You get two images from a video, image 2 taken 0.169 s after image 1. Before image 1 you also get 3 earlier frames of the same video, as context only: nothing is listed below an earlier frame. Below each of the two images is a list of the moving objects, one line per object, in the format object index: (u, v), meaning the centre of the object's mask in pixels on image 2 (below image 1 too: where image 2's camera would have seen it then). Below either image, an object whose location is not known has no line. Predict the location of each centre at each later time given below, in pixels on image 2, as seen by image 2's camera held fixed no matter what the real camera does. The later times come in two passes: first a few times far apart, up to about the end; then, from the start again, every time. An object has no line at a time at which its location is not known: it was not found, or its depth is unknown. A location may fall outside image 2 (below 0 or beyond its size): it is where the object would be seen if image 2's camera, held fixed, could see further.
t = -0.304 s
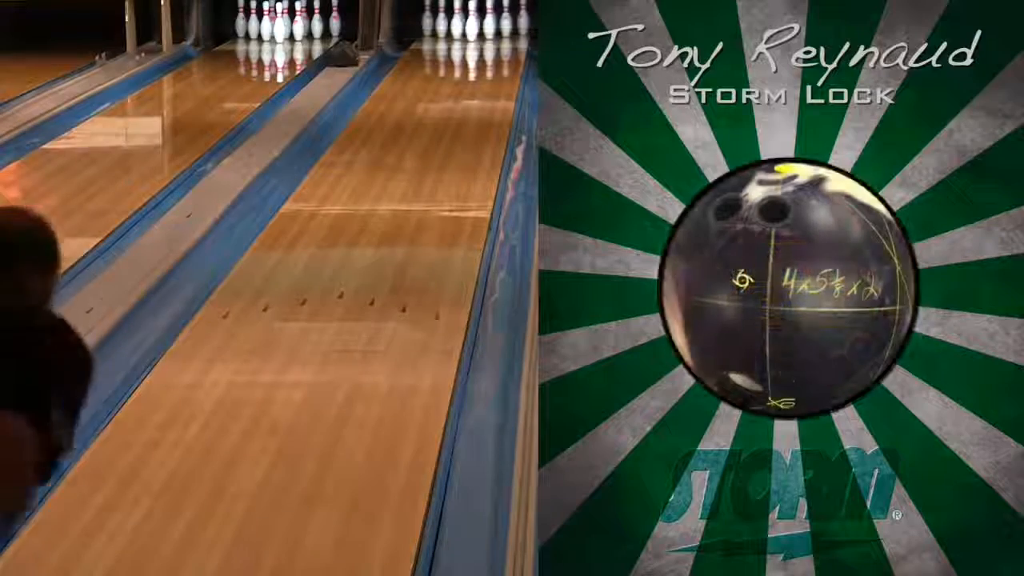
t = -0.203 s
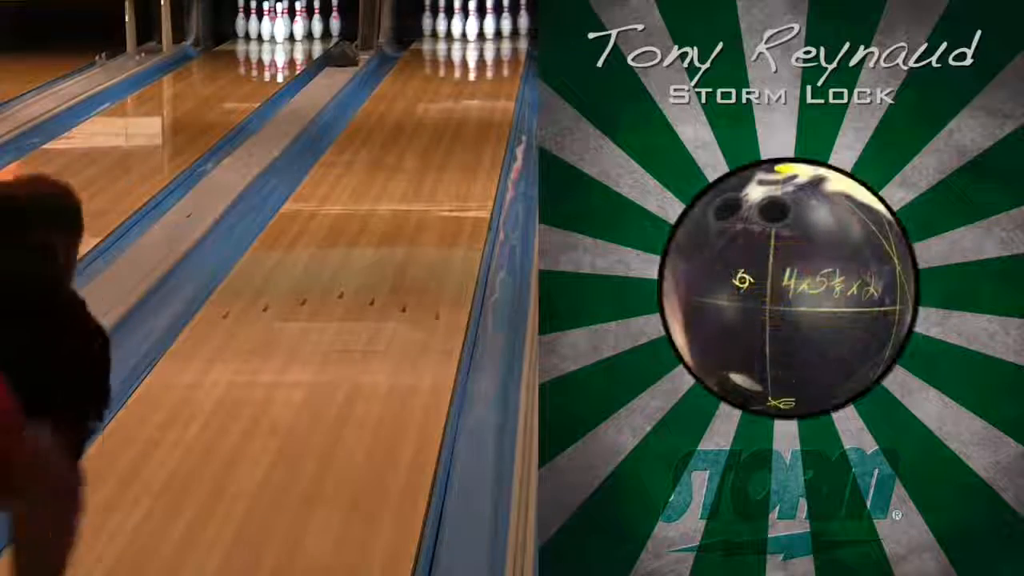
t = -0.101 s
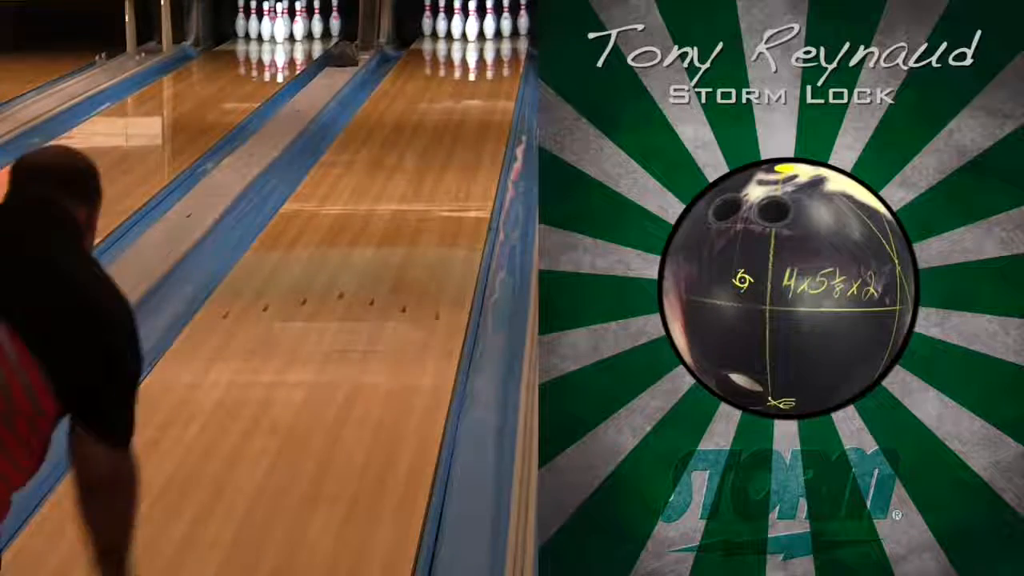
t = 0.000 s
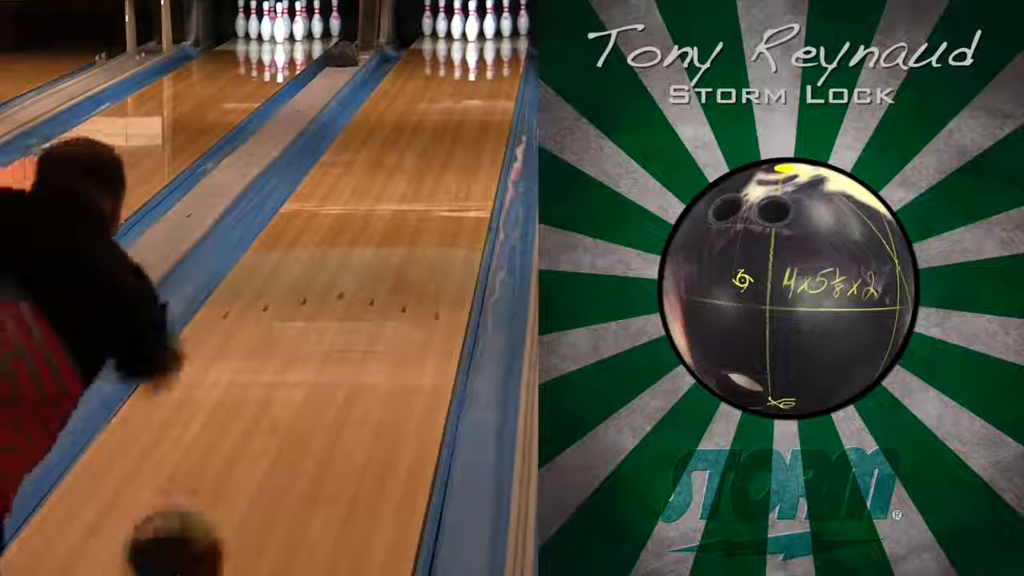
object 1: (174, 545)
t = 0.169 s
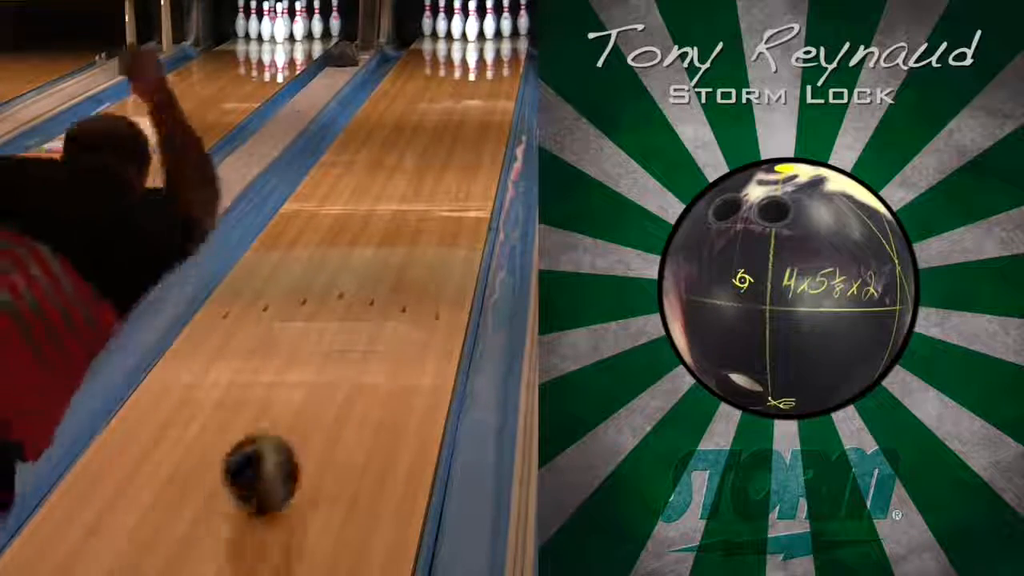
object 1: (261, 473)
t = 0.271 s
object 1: (301, 411)
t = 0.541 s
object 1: (369, 292)
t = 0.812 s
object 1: (414, 214)
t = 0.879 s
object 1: (423, 199)
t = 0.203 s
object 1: (275, 451)
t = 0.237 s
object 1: (288, 429)
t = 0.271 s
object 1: (301, 411)
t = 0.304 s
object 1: (311, 392)
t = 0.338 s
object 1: (320, 376)
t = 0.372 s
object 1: (330, 359)
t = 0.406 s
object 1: (339, 344)
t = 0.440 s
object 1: (347, 329)
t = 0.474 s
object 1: (356, 318)
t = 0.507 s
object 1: (364, 303)
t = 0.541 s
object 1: (369, 292)
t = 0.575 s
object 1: (375, 281)
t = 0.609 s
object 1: (382, 270)
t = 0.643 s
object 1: (388, 259)
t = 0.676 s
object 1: (393, 253)
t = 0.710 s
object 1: (401, 241)
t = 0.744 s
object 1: (406, 231)
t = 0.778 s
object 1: (409, 223)
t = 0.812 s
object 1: (414, 214)
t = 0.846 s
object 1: (419, 206)
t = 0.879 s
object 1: (423, 199)
